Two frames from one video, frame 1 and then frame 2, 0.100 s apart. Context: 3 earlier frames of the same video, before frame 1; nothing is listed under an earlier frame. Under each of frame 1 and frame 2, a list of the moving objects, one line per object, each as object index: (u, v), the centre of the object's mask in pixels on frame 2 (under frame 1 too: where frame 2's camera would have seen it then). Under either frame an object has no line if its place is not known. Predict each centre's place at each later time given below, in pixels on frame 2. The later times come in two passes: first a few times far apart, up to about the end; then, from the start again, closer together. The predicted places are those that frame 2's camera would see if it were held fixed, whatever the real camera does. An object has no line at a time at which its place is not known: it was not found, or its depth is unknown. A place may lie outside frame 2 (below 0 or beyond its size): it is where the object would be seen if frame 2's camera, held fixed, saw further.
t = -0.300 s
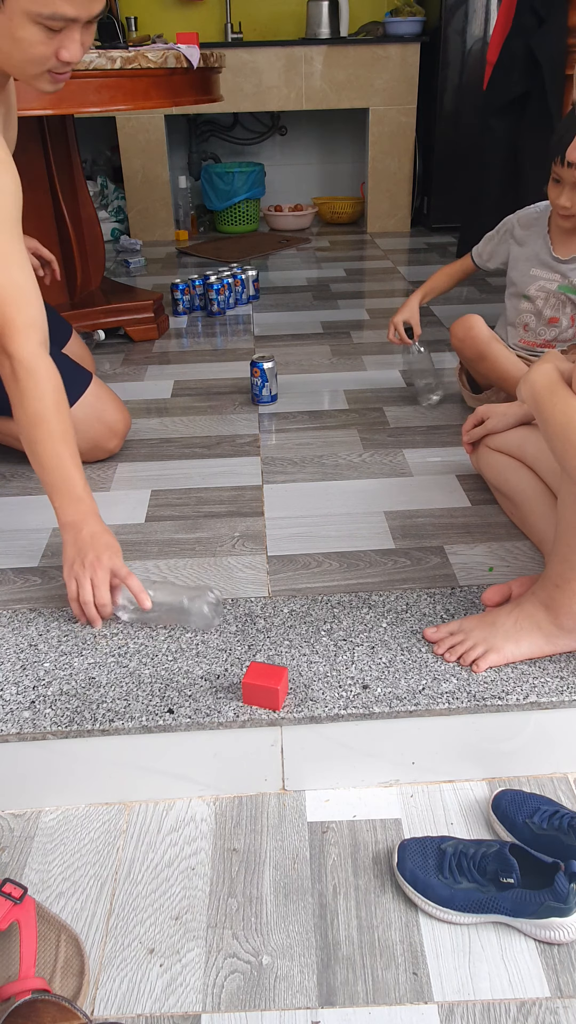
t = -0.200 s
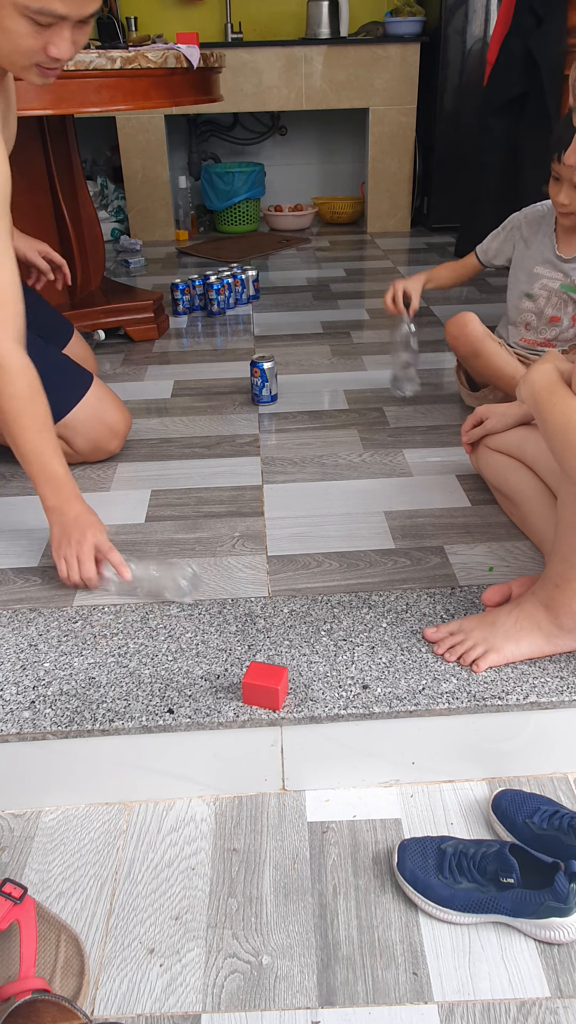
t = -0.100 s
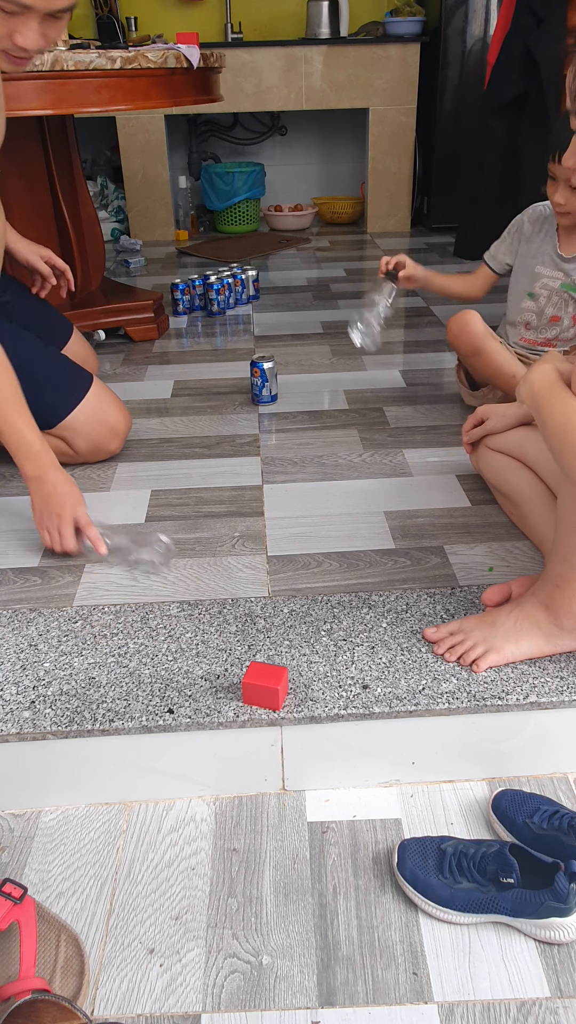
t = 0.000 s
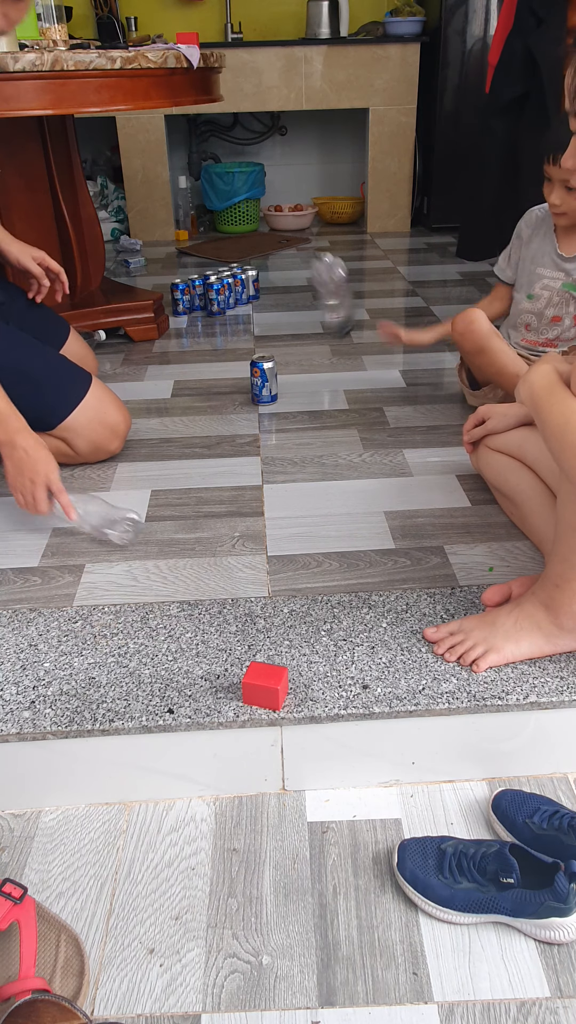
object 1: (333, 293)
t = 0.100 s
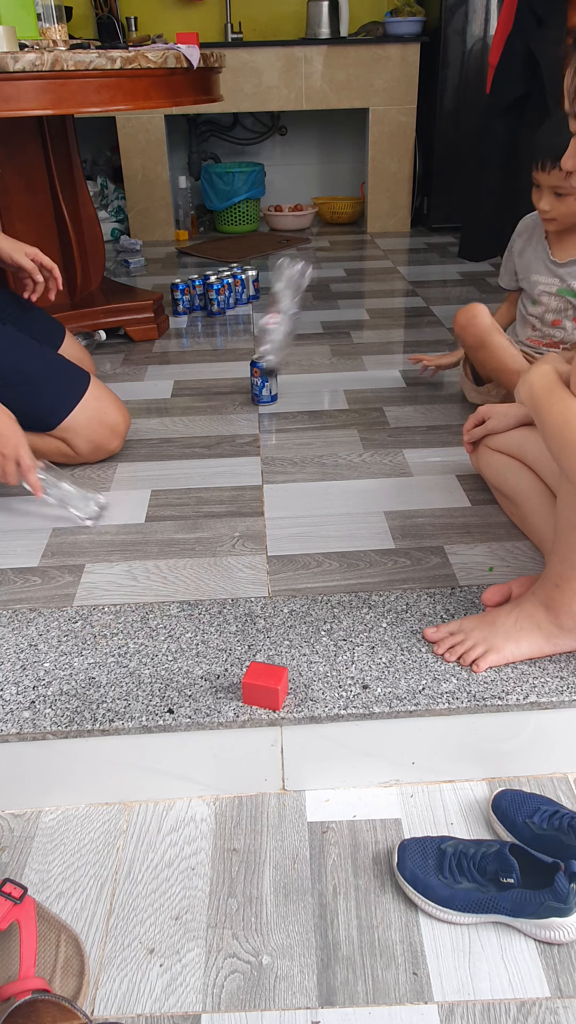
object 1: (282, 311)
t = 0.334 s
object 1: (173, 528)
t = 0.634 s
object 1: (21, 552)
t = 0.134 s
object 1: (265, 327)
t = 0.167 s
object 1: (248, 348)
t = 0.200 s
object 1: (231, 373)
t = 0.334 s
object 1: (173, 528)
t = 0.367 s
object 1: (154, 536)
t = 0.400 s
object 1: (137, 541)
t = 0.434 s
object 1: (121, 542)
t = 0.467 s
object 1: (104, 543)
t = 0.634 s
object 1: (21, 552)
